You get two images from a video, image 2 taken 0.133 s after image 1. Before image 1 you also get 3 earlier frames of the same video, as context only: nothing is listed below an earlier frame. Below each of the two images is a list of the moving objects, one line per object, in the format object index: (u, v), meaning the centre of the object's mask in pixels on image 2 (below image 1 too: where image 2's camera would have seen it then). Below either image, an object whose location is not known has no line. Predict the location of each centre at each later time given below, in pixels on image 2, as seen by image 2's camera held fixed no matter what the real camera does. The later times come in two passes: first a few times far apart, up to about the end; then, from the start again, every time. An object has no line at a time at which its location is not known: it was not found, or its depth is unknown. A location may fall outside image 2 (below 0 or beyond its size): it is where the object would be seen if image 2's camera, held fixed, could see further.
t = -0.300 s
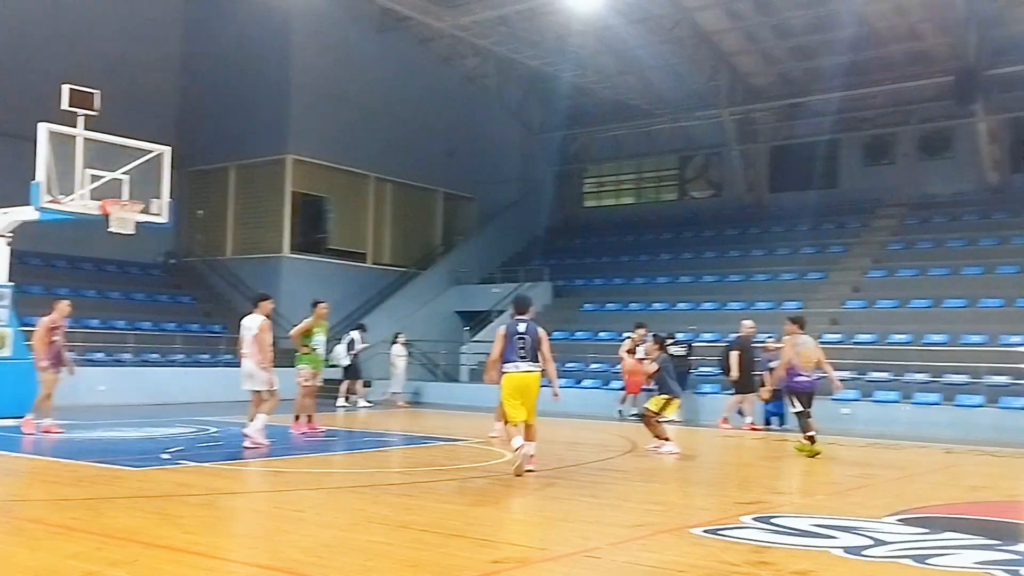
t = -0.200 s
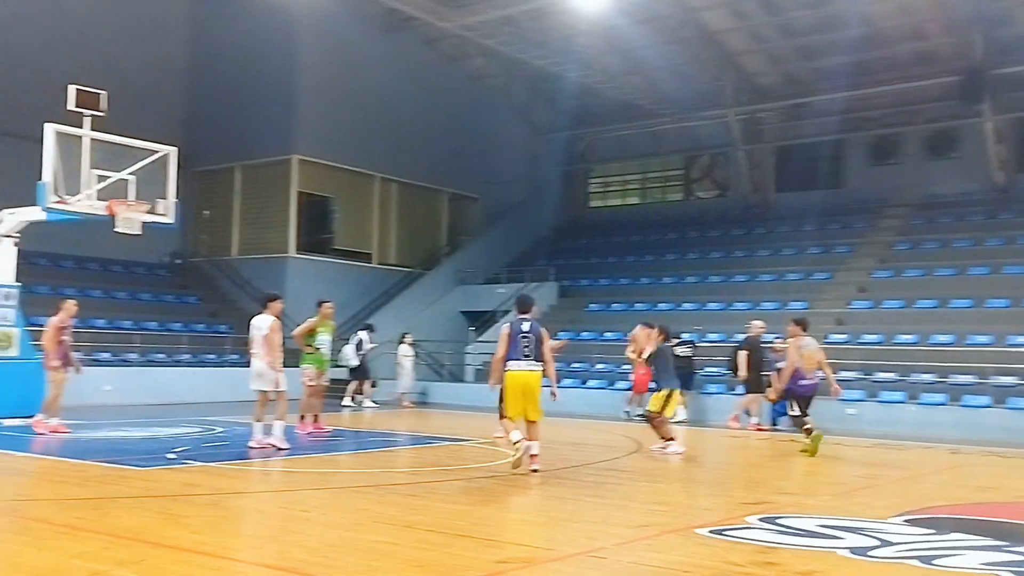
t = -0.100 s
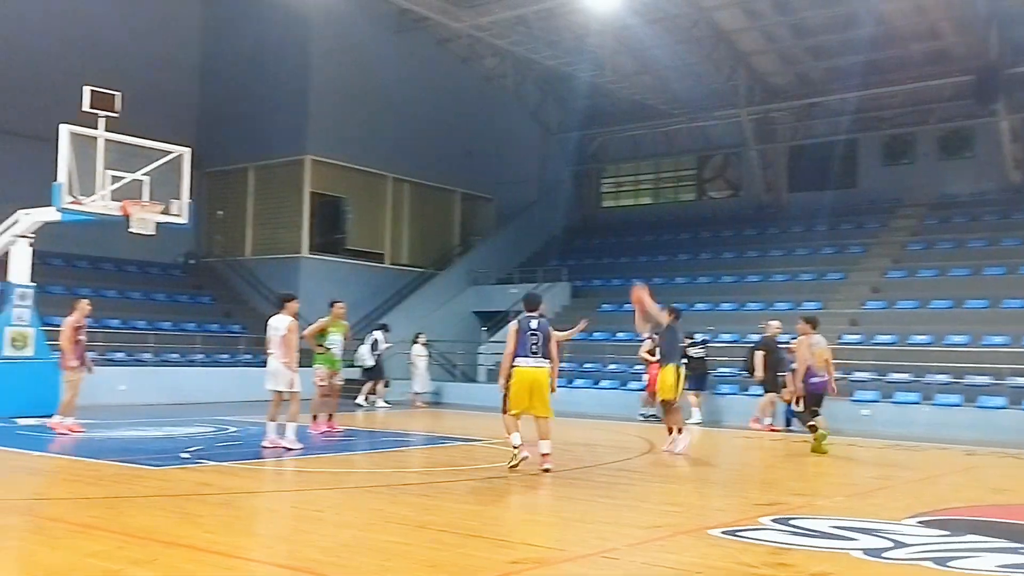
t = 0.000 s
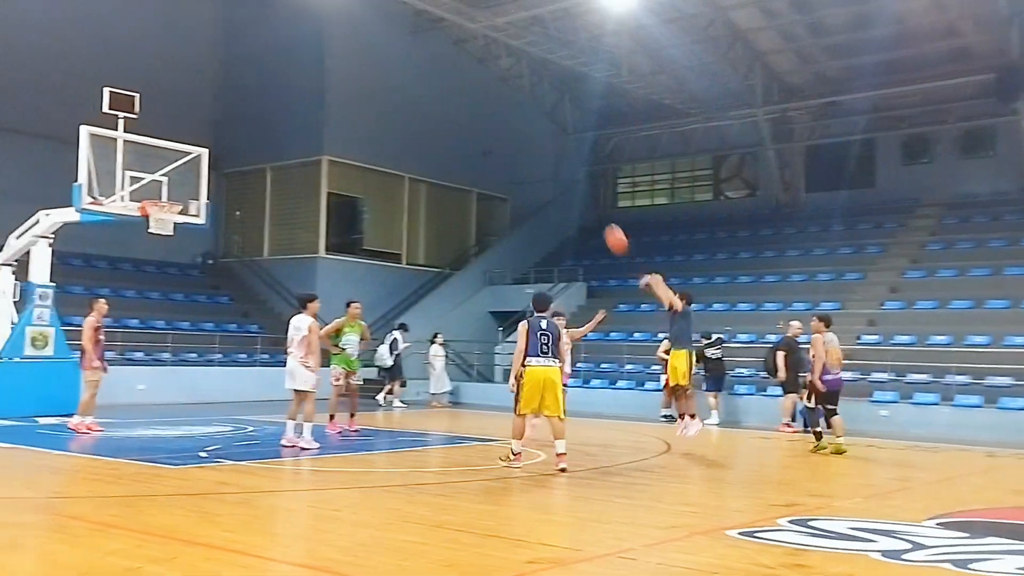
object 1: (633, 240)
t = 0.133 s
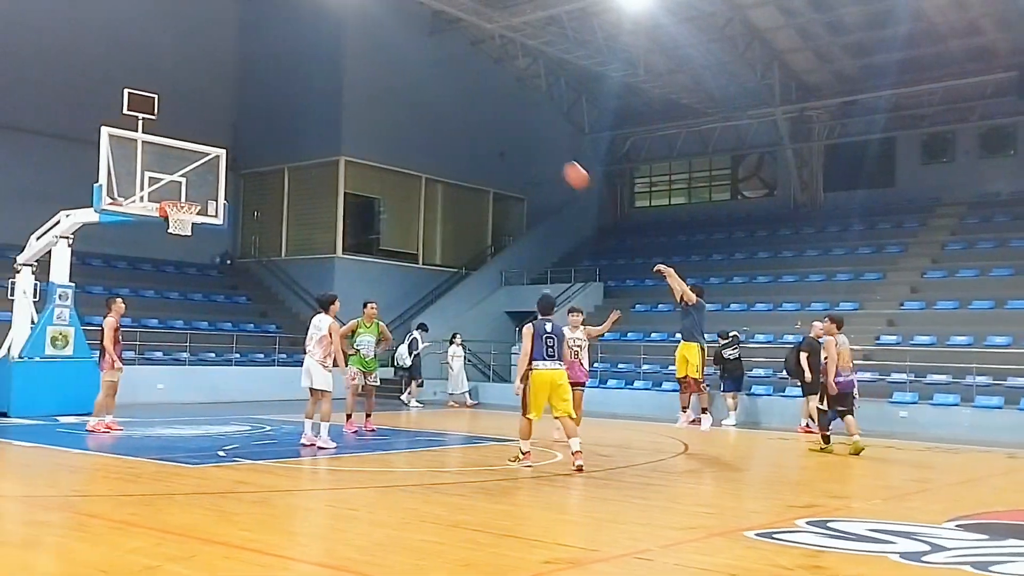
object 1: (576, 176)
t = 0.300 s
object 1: (509, 117)
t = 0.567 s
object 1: (407, 70)
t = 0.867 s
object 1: (299, 81)
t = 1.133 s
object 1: (208, 142)
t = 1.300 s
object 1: (153, 193)
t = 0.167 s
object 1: (562, 162)
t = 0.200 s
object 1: (548, 149)
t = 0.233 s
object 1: (535, 138)
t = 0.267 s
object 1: (522, 127)
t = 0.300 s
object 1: (509, 117)
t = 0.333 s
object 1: (495, 108)
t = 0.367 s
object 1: (483, 100)
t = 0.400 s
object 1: (469, 93)
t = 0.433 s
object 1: (457, 86)
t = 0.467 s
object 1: (444, 81)
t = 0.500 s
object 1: (432, 77)
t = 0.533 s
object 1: (419, 73)
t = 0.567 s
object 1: (407, 70)
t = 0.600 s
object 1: (395, 68)
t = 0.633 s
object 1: (382, 66)
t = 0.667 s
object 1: (370, 66)
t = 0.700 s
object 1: (358, 66)
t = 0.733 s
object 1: (347, 67)
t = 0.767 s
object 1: (335, 70)
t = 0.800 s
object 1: (322, 72)
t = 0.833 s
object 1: (311, 76)
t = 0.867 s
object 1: (299, 81)
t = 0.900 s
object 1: (287, 86)
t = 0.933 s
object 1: (276, 92)
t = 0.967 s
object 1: (264, 99)
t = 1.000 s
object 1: (253, 106)
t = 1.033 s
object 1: (242, 114)
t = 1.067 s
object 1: (230, 123)
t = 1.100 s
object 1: (219, 133)
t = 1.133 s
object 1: (208, 142)
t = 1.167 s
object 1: (195, 155)
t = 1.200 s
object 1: (184, 165)
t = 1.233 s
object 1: (173, 177)
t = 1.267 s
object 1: (163, 194)
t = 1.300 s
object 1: (153, 193)
